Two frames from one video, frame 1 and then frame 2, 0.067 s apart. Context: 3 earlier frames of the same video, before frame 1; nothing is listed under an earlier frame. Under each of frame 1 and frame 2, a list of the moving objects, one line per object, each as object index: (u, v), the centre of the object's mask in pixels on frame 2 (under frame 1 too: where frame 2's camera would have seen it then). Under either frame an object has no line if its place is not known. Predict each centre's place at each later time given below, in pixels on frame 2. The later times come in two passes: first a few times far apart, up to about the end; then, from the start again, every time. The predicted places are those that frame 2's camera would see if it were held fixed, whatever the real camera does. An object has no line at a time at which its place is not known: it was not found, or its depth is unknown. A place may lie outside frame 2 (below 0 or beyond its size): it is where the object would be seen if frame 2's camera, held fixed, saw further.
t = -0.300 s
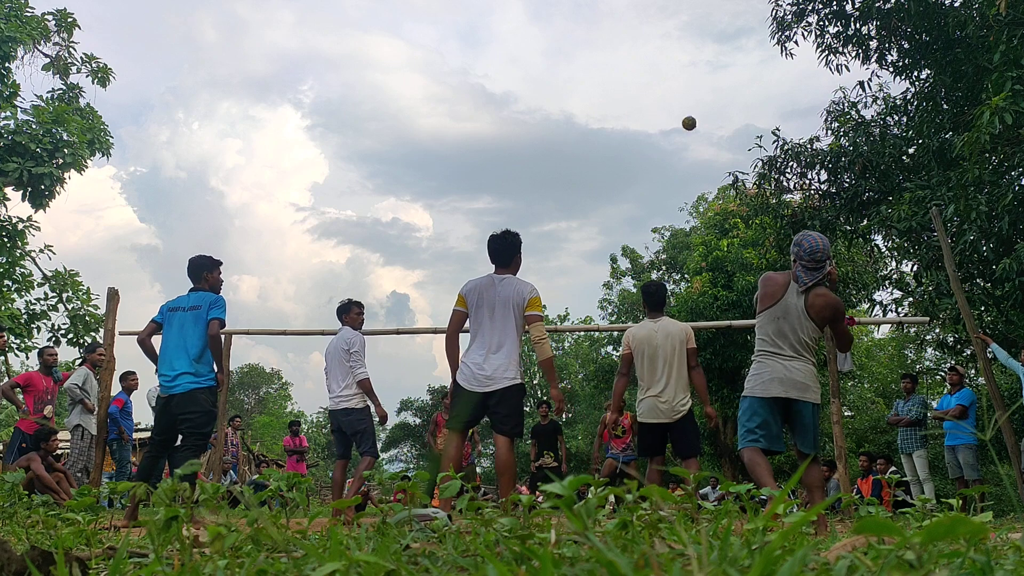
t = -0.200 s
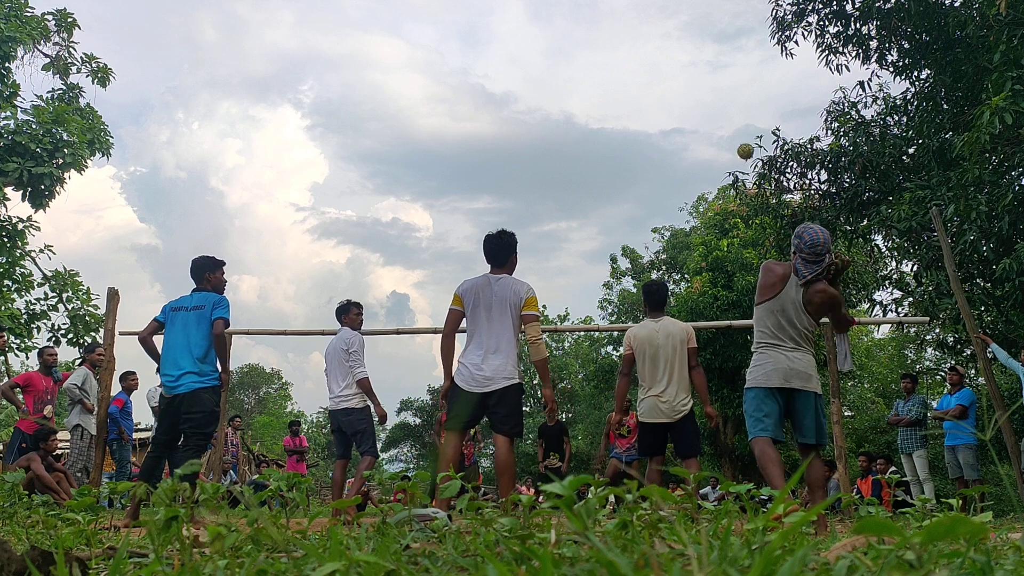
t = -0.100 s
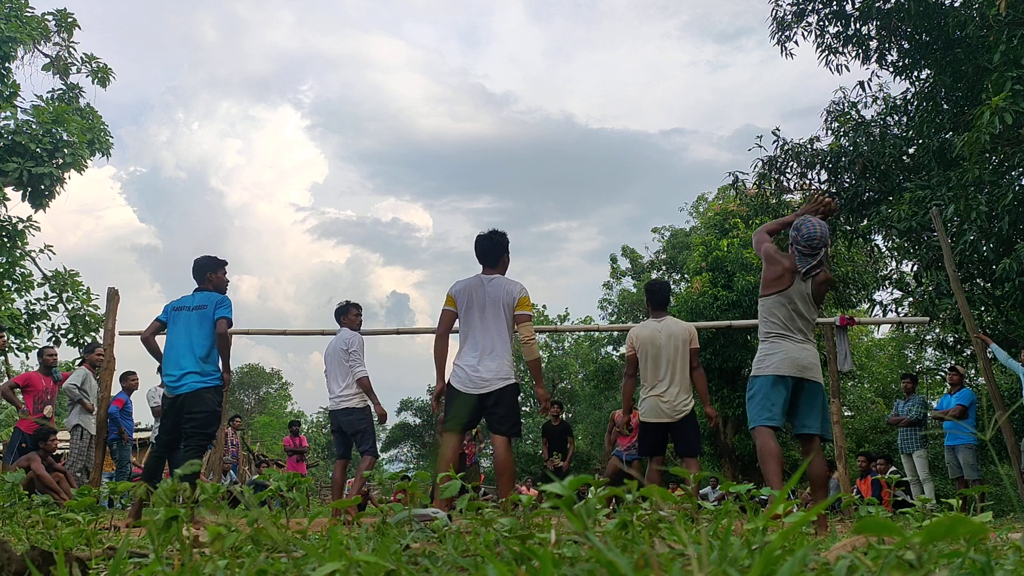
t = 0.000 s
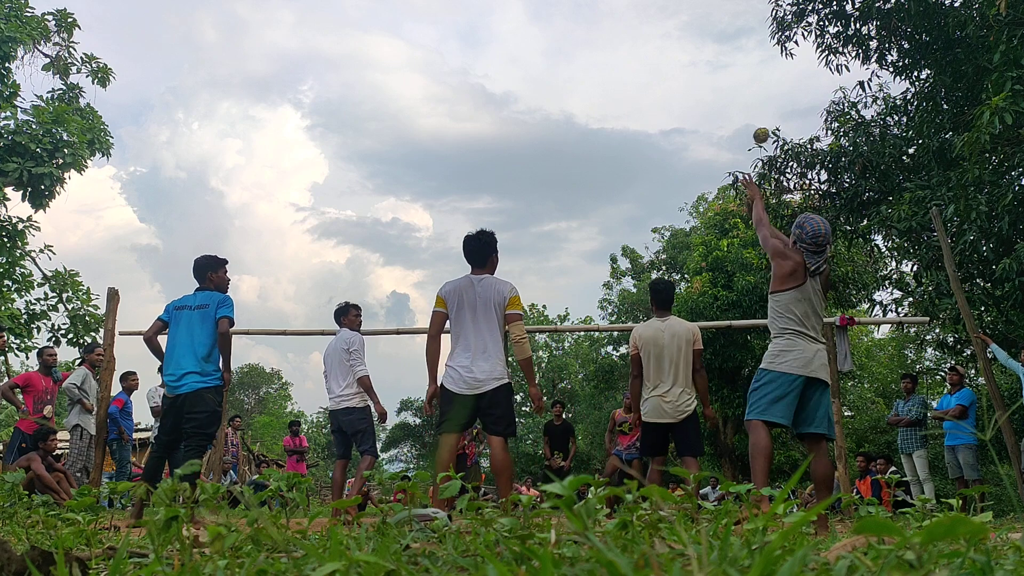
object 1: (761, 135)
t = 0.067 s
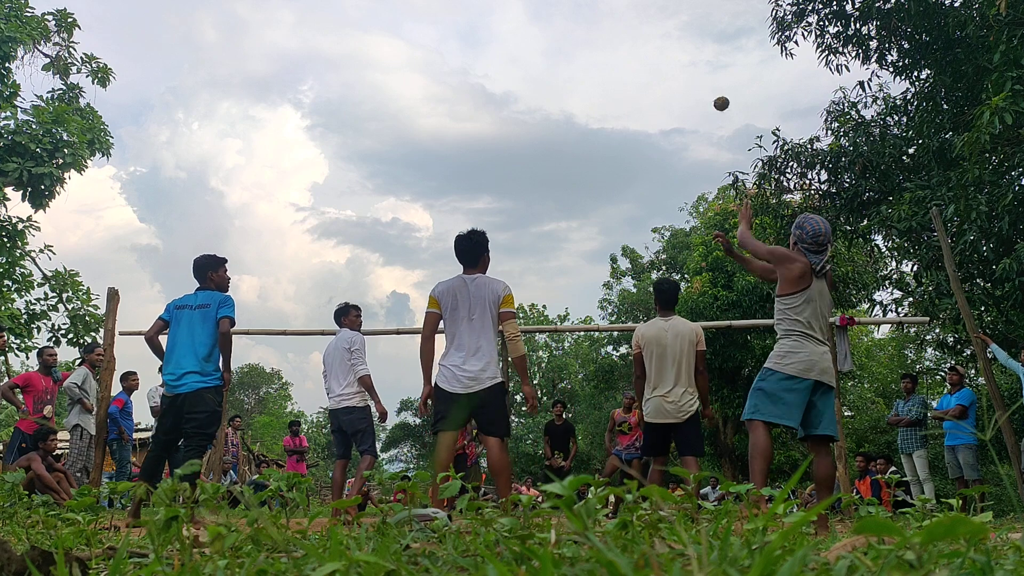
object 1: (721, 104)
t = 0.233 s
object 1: (649, 66)
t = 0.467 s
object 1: (583, 74)
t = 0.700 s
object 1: (539, 123)
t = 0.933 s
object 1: (507, 198)
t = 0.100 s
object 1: (705, 92)
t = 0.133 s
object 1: (688, 83)
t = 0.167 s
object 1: (674, 75)
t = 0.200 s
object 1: (661, 70)
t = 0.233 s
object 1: (649, 66)
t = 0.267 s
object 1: (637, 64)
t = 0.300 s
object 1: (627, 63)
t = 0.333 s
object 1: (617, 63)
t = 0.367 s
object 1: (607, 64)
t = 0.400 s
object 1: (599, 66)
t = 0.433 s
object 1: (591, 70)
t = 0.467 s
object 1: (583, 74)
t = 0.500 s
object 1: (576, 79)
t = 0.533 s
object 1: (569, 85)
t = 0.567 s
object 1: (562, 91)
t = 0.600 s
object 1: (556, 98)
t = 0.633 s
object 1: (551, 106)
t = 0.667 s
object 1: (545, 114)
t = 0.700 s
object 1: (539, 123)
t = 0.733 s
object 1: (535, 132)
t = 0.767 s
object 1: (529, 142)
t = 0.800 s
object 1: (524, 152)
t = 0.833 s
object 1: (520, 163)
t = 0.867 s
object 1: (515, 175)
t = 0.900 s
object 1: (511, 186)
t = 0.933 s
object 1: (507, 198)
